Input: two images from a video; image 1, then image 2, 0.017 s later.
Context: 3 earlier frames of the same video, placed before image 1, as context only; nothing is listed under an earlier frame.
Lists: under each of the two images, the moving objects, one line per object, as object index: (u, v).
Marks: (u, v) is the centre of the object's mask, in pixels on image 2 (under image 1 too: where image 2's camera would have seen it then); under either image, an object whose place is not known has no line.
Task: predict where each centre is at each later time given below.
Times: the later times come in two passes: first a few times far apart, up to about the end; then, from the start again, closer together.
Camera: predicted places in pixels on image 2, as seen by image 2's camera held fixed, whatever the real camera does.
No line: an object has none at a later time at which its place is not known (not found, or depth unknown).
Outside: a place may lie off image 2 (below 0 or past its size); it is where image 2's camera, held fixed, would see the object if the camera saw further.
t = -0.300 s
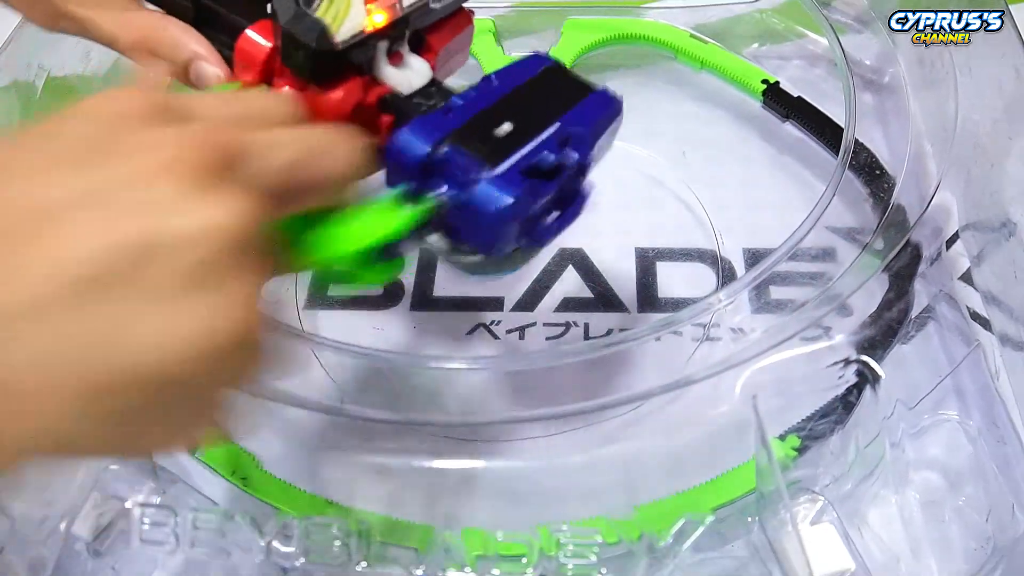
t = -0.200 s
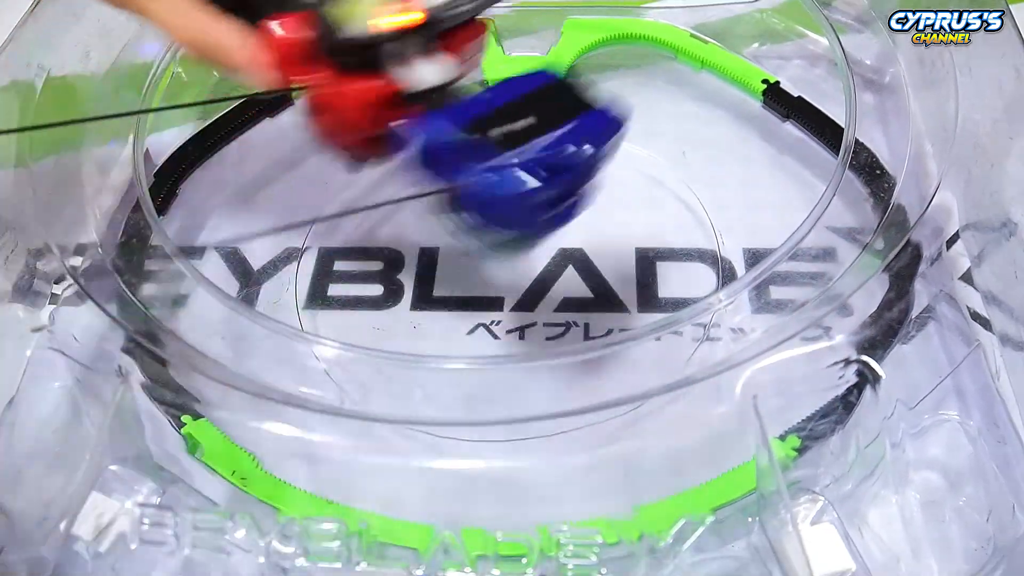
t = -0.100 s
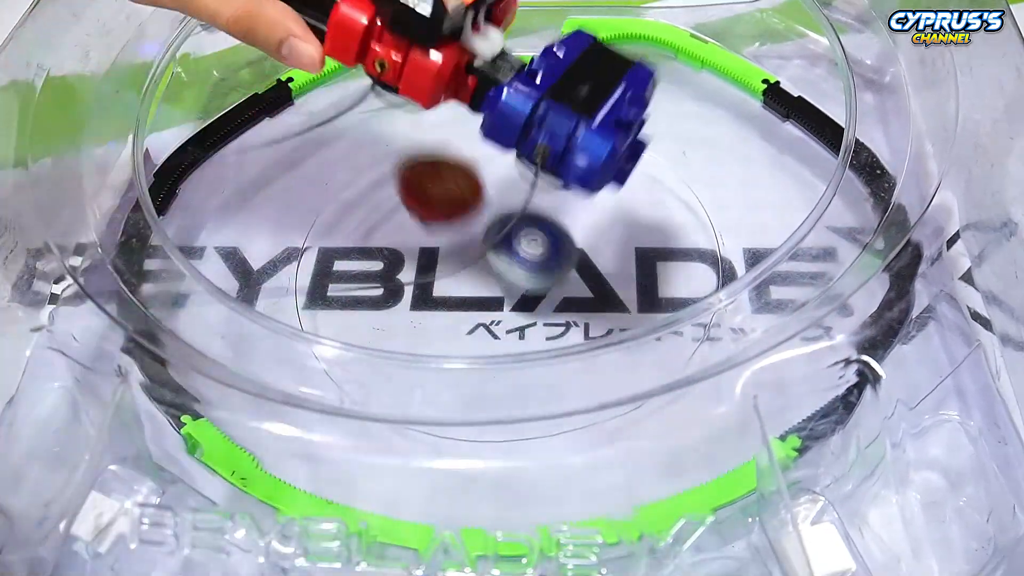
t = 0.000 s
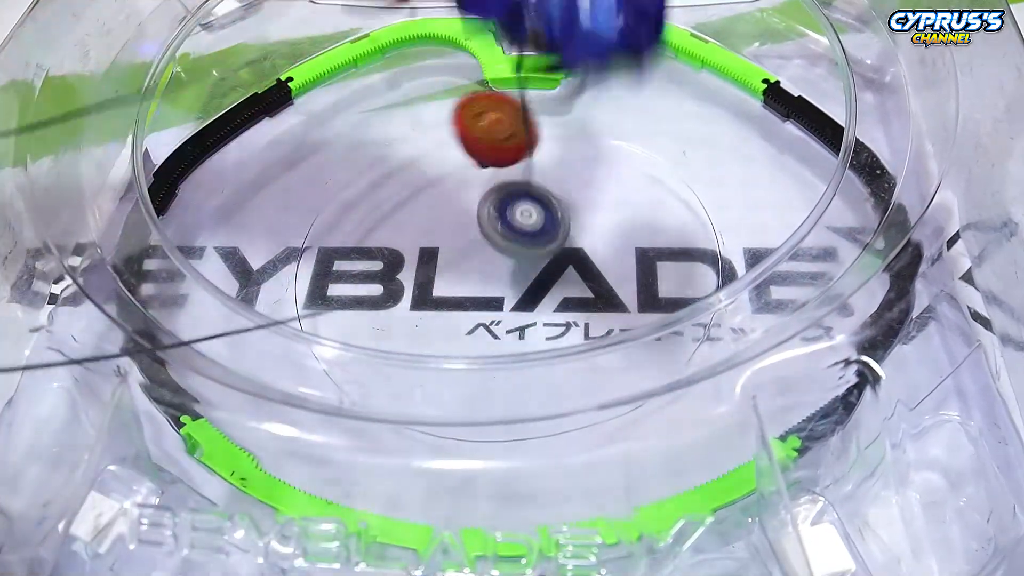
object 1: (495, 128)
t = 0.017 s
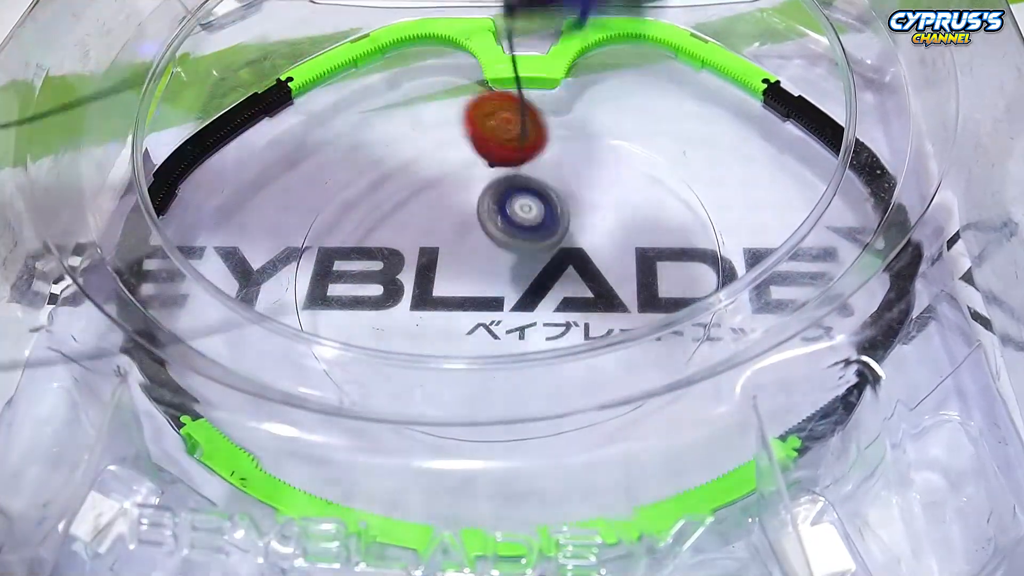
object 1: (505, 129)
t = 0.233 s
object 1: (710, 40)
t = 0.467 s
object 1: (818, 262)
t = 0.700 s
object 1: (698, 356)
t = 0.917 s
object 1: (500, 246)
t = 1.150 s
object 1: (474, 82)
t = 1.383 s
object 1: (229, 90)
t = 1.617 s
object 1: (310, 467)
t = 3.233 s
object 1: (198, 232)
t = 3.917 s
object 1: (781, 152)
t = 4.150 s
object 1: (577, 233)
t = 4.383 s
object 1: (268, 270)
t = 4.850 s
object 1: (588, 415)
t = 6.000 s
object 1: (388, 397)
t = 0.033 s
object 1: (516, 131)
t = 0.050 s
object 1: (536, 113)
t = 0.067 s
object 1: (559, 94)
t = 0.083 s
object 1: (579, 67)
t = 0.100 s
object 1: (595, 40)
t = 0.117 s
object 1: (616, 22)
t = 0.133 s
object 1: (638, 14)
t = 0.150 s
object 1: (654, 7)
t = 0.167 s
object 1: (665, 6)
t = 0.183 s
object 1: (678, 12)
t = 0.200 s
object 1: (691, 22)
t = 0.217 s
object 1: (700, 33)
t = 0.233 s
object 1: (710, 40)
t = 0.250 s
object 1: (720, 49)
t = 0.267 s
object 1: (729, 64)
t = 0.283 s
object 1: (740, 85)
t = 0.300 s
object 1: (749, 107)
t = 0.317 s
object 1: (758, 118)
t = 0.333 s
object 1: (766, 130)
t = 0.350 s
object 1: (774, 146)
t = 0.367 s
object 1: (781, 168)
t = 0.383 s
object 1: (785, 182)
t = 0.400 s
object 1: (788, 191)
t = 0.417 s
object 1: (803, 215)
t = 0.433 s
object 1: (811, 236)
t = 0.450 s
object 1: (815, 248)
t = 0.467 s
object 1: (818, 262)
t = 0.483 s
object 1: (824, 282)
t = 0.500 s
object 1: (824, 294)
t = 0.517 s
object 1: (835, 315)
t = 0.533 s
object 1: (838, 337)
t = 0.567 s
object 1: (828, 360)
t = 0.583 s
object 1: (818, 368)
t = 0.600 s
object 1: (807, 372)
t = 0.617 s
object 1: (781, 364)
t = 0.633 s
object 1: (764, 363)
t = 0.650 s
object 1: (747, 363)
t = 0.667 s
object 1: (730, 361)
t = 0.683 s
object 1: (715, 360)
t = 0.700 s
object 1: (698, 356)
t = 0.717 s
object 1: (681, 350)
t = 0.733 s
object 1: (663, 345)
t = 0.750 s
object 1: (647, 342)
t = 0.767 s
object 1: (628, 330)
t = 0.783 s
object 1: (612, 327)
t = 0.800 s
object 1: (592, 310)
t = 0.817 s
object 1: (577, 306)
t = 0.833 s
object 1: (565, 302)
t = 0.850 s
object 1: (551, 292)
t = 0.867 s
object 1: (537, 282)
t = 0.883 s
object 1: (523, 270)
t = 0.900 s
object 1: (512, 259)
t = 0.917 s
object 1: (500, 246)
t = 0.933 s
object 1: (490, 232)
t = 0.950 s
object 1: (482, 220)
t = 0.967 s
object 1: (474, 207)
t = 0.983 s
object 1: (468, 194)
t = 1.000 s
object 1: (463, 181)
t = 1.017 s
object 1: (459, 169)
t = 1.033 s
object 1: (457, 158)
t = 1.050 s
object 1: (456, 147)
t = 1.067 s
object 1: (457, 135)
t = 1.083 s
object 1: (459, 124)
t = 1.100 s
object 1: (462, 113)
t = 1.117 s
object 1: (466, 102)
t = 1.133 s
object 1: (470, 92)
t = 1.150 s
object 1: (474, 82)
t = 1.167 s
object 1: (479, 71)
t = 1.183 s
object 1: (484, 61)
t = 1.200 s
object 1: (463, 50)
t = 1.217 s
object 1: (426, 36)
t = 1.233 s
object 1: (393, 30)
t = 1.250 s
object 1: (360, 25)
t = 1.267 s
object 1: (329, 21)
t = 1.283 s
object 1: (298, 17)
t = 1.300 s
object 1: (272, 16)
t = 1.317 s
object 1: (258, 20)
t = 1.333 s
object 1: (250, 32)
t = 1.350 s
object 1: (242, 48)
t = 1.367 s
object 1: (235, 69)
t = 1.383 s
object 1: (229, 90)
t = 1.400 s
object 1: (223, 111)
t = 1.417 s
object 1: (220, 142)
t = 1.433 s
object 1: (217, 168)
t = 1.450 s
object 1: (213, 186)
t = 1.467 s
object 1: (213, 212)
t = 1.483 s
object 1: (220, 238)
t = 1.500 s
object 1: (222, 267)
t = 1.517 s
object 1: (225, 291)
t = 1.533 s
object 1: (232, 319)
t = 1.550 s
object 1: (240, 354)
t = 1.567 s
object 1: (253, 380)
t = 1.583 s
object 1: (270, 411)
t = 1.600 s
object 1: (288, 438)
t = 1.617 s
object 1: (310, 467)
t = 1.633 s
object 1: (354, 482)
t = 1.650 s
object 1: (457, 481)
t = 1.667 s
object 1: (550, 478)
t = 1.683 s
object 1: (655, 471)
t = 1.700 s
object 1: (720, 438)
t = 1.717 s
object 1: (806, 399)
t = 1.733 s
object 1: (873, 358)
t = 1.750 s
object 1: (928, 324)
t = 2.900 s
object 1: (284, 191)
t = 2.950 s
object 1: (286, 193)
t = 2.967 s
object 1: (288, 193)
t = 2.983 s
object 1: (290, 195)
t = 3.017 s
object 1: (299, 198)
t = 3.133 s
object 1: (291, 231)
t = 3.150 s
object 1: (269, 230)
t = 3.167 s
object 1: (250, 232)
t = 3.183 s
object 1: (231, 239)
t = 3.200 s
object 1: (219, 241)
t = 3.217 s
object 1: (207, 235)
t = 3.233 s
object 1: (198, 232)
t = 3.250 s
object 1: (169, 238)
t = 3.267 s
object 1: (153, 239)
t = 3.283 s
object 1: (145, 239)
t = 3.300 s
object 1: (152, 249)
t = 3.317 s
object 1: (186, 269)
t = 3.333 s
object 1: (225, 287)
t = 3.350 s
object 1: (257, 306)
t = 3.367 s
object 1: (290, 324)
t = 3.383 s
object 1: (325, 338)
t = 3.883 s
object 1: (712, 134)
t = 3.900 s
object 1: (748, 145)
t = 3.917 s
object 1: (781, 152)
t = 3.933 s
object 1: (819, 162)
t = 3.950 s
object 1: (855, 175)
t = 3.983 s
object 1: (857, 172)
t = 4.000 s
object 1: (830, 172)
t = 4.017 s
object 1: (796, 172)
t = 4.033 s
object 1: (772, 184)
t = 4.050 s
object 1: (741, 196)
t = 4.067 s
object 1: (711, 202)
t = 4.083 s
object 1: (686, 200)
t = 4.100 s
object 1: (660, 203)
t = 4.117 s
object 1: (634, 207)
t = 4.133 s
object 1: (605, 218)
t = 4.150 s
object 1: (577, 233)
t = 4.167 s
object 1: (551, 235)
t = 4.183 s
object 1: (524, 235)
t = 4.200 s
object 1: (496, 239)
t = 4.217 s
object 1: (468, 248)
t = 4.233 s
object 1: (444, 251)
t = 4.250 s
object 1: (419, 250)
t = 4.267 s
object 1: (397, 253)
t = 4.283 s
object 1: (373, 260)
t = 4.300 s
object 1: (350, 262)
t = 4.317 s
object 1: (332, 260)
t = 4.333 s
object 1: (313, 263)
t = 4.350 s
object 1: (295, 270)
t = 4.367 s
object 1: (281, 272)
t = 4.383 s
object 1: (268, 270)
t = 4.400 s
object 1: (258, 270)
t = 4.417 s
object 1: (251, 273)
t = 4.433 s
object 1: (235, 284)
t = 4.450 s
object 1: (222, 289)
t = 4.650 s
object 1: (255, 366)
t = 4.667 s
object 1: (288, 382)
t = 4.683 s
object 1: (321, 397)
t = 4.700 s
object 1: (353, 415)
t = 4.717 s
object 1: (380, 413)
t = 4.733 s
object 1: (403, 407)
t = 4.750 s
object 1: (427, 403)
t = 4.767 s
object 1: (453, 405)
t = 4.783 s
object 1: (481, 406)
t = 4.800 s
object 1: (512, 409)
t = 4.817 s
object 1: (540, 418)
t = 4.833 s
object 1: (568, 427)
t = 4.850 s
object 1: (588, 415)
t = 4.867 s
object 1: (608, 402)
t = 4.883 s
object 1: (628, 392)
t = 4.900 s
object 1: (647, 387)
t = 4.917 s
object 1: (667, 385)
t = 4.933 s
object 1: (687, 388)
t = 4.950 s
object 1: (705, 388)
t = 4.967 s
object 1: (715, 373)
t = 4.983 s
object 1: (725, 360)
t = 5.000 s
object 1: (735, 348)
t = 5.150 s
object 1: (742, 276)
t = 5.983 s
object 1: (372, 396)
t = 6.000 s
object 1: (388, 397)
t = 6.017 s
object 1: (404, 391)
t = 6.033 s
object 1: (423, 392)
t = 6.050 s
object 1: (443, 386)
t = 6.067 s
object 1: (466, 379)
